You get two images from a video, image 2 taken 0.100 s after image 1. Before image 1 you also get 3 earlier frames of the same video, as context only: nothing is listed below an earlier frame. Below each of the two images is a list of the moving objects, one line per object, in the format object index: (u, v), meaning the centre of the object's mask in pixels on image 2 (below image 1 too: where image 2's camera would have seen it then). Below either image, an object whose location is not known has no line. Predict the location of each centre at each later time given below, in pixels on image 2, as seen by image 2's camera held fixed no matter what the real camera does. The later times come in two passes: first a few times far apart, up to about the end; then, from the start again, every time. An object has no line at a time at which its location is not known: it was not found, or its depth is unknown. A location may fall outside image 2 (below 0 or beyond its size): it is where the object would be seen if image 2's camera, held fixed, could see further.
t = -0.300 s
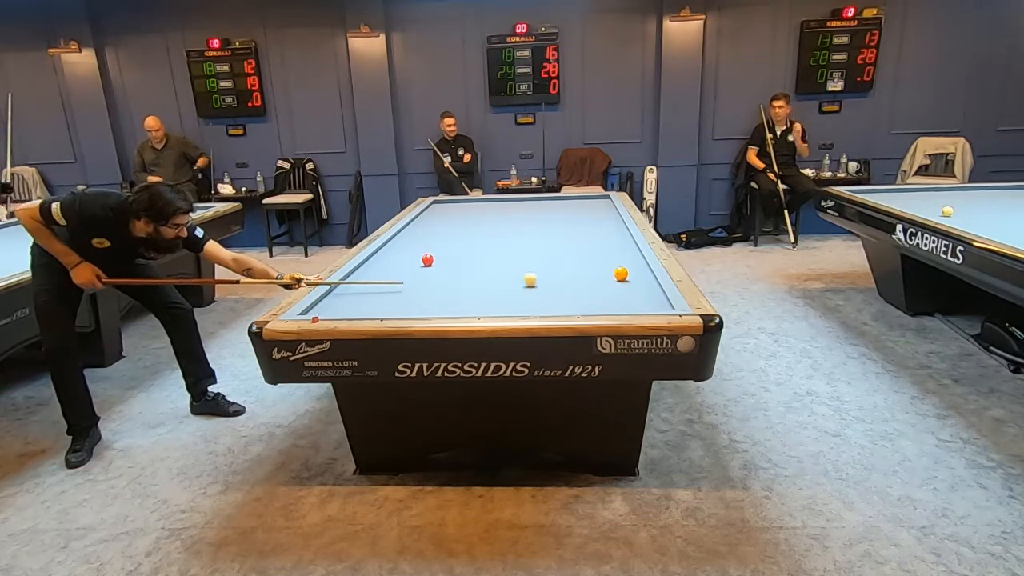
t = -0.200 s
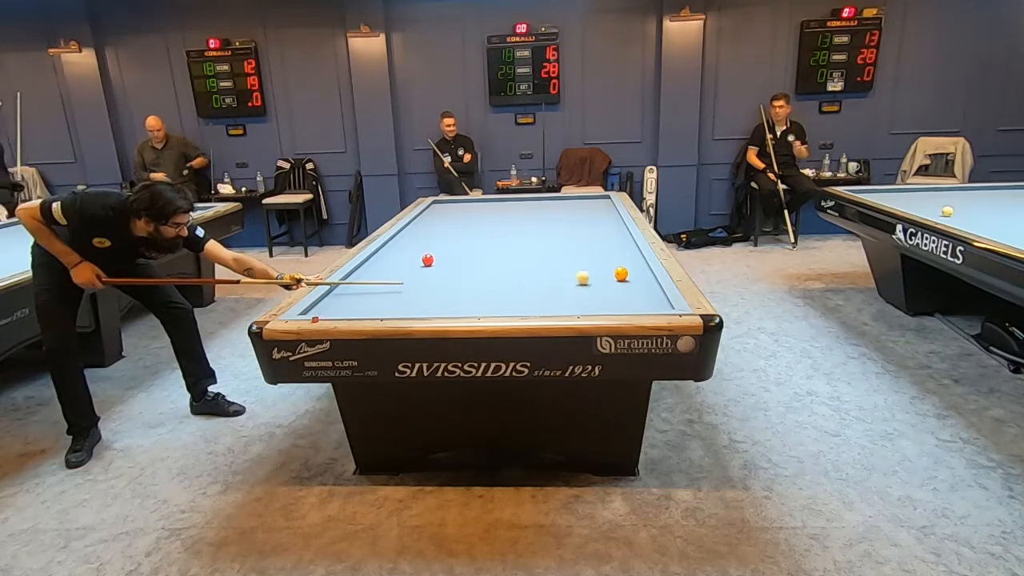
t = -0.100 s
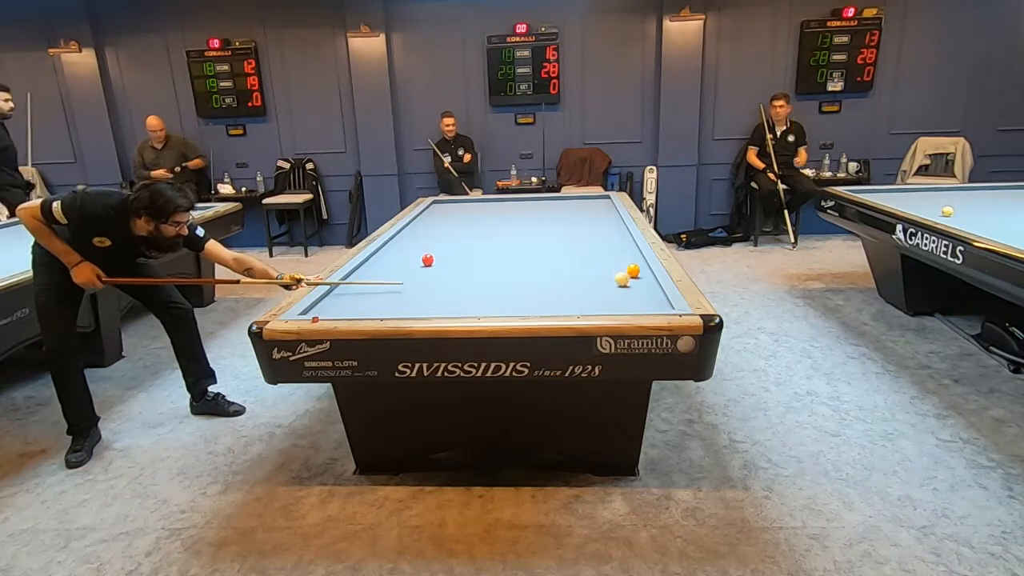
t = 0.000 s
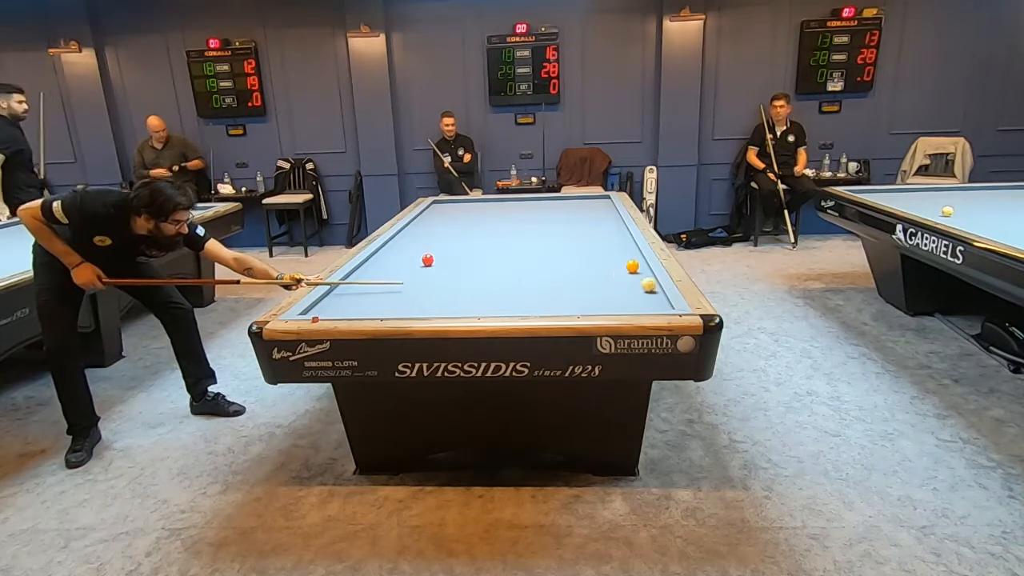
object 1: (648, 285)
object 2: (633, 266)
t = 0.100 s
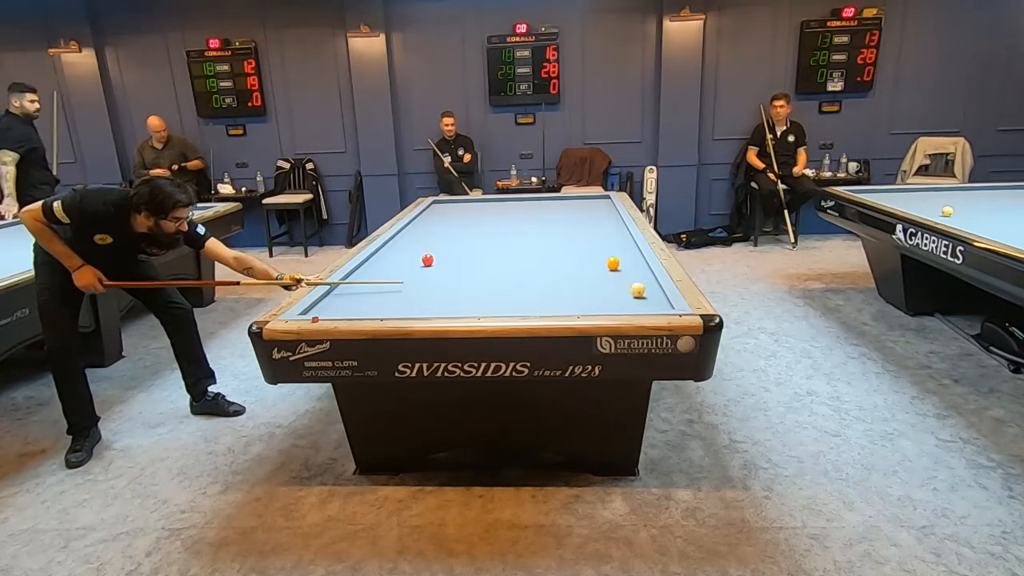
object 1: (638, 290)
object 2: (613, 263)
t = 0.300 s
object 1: (607, 301)
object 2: (583, 260)
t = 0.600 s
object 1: (561, 306)
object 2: (542, 255)
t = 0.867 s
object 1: (520, 301)
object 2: (509, 251)
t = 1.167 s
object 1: (480, 294)
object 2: (476, 246)
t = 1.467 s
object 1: (444, 287)
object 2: (445, 242)
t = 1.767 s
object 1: (411, 281)
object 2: (418, 239)
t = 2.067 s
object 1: (382, 276)
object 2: (398, 236)
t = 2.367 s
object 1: (356, 272)
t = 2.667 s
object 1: (380, 266)
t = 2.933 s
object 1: (399, 261)
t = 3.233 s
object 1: (418, 256)
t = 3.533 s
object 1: (438, 252)
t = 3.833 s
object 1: (455, 248)
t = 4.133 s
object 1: (470, 244)
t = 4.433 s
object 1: (484, 240)
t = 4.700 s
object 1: (496, 238)
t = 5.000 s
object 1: (508, 235)
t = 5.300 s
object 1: (519, 233)
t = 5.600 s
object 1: (529, 230)
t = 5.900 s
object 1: (538, 228)
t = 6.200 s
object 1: (547, 225)
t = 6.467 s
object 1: (553, 224)
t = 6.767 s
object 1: (561, 222)
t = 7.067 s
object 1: (568, 220)
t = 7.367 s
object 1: (574, 219)
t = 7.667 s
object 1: (579, 217)
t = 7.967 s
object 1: (584, 216)
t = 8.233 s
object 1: (588, 215)
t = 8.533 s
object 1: (593, 214)
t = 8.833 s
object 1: (596, 213)
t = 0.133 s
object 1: (632, 292)
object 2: (608, 263)
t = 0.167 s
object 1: (626, 294)
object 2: (603, 262)
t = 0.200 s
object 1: (621, 296)
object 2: (597, 262)
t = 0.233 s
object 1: (616, 297)
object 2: (592, 262)
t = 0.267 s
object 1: (612, 299)
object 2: (588, 261)
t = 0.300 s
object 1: (607, 301)
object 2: (583, 260)
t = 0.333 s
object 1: (602, 302)
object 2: (578, 259)
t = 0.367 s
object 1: (597, 303)
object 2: (573, 259)
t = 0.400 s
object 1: (592, 305)
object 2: (569, 258)
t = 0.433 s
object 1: (587, 305)
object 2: (564, 258)
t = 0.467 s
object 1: (583, 306)
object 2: (560, 257)
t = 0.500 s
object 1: (577, 307)
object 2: (555, 256)
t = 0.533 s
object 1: (571, 307)
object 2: (551, 256)
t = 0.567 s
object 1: (566, 306)
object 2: (546, 255)
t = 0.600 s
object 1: (561, 306)
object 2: (542, 255)
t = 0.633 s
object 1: (556, 305)
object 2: (538, 254)
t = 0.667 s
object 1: (550, 305)
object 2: (534, 254)
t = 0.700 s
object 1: (545, 304)
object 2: (530, 253)
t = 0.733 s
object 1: (540, 304)
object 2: (525, 252)
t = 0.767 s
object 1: (535, 303)
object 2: (521, 252)
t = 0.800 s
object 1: (530, 303)
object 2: (518, 252)
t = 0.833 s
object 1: (525, 302)
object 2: (513, 251)
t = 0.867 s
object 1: (520, 301)
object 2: (509, 251)
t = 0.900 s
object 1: (516, 300)
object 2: (505, 250)
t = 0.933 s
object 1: (511, 299)
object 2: (502, 250)
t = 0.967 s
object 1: (507, 298)
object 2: (498, 249)
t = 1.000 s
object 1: (502, 297)
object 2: (494, 249)
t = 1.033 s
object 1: (497, 297)
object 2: (490, 249)
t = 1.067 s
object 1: (493, 296)
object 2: (487, 248)
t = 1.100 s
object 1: (489, 295)
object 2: (483, 247)
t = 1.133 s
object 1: (484, 294)
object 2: (479, 247)
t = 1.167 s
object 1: (480, 294)
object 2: (476, 246)
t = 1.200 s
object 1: (476, 293)
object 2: (472, 246)
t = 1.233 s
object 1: (472, 292)
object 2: (469, 246)
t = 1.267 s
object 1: (468, 291)
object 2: (466, 245)
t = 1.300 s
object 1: (464, 291)
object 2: (462, 245)
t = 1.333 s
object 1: (460, 290)
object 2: (459, 244)
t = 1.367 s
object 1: (456, 289)
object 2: (455, 244)
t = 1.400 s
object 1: (452, 289)
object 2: (452, 243)
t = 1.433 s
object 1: (448, 288)
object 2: (449, 243)
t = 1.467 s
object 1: (444, 287)
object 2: (445, 242)
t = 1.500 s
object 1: (441, 287)
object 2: (442, 242)
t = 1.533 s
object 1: (437, 286)
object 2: (439, 242)
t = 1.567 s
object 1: (433, 285)
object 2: (436, 241)
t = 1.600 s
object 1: (429, 285)
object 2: (433, 241)
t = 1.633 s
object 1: (426, 284)
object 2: (430, 241)
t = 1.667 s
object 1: (422, 284)
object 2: (427, 240)
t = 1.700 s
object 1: (418, 282)
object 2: (424, 240)
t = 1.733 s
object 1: (414, 282)
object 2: (421, 239)
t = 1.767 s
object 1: (411, 281)
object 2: (418, 239)
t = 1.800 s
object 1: (408, 281)
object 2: (415, 239)
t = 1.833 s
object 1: (405, 280)
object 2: (412, 238)
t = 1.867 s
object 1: (401, 279)
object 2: (409, 238)
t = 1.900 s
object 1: (398, 279)
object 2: (406, 238)
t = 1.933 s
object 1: (395, 278)
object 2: (403, 237)
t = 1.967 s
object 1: (392, 277)
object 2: (401, 237)
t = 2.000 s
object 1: (388, 277)
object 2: (398, 236)
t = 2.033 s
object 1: (385, 277)
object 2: (395, 236)
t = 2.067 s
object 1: (382, 276)
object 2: (398, 236)
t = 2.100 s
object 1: (379, 276)
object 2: (401, 236)
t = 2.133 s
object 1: (376, 275)
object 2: (403, 235)
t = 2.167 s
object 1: (373, 275)
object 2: (404, 235)
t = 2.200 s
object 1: (370, 274)
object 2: (406, 235)
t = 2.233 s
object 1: (367, 274)
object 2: (408, 235)
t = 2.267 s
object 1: (364, 273)
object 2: (410, 234)
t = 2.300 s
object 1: (361, 272)
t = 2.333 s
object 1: (358, 272)
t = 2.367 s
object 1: (356, 272)
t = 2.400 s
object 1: (358, 271)
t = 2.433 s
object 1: (362, 270)
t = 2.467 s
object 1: (364, 269)
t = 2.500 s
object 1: (367, 269)
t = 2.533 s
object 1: (370, 268)
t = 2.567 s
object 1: (373, 268)
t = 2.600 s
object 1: (375, 267)
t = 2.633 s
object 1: (377, 266)
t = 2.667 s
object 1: (380, 266)
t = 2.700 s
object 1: (383, 265)
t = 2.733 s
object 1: (385, 265)
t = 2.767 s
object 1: (388, 264)
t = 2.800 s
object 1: (390, 263)
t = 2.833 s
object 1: (393, 263)
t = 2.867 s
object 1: (395, 262)
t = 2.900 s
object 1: (397, 262)
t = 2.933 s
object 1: (399, 261)
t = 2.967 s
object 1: (402, 260)
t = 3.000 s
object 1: (404, 260)
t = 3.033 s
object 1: (406, 260)
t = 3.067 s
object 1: (409, 259)
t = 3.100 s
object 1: (411, 258)
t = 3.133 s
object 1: (413, 258)
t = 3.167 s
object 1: (415, 258)
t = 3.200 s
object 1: (417, 257)
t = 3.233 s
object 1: (418, 256)
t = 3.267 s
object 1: (419, 256)
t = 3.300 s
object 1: (421, 255)
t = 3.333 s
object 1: (424, 253)
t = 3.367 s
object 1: (427, 251)
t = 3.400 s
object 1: (429, 251)
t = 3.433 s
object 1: (433, 252)
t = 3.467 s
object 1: (434, 252)
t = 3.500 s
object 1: (437, 252)
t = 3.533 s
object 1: (438, 252)
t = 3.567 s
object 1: (440, 251)
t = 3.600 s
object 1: (442, 251)
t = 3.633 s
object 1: (444, 251)
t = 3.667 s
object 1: (446, 250)
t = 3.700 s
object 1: (448, 250)
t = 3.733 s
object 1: (449, 249)
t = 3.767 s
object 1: (451, 249)
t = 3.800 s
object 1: (453, 248)
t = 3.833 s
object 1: (455, 248)
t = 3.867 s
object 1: (457, 247)
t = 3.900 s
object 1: (458, 247)
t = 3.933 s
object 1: (460, 246)
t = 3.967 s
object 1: (462, 246)
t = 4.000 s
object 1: (463, 246)
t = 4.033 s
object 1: (465, 245)
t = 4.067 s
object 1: (467, 245)
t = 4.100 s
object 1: (468, 244)
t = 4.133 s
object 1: (470, 244)
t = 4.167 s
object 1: (472, 244)
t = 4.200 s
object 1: (474, 243)
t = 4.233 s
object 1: (475, 243)
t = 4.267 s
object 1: (476, 243)
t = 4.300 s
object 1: (478, 242)
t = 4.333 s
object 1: (480, 242)
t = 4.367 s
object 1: (482, 241)
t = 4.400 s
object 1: (483, 241)
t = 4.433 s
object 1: (484, 240)
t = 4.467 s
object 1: (486, 240)
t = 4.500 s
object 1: (487, 240)
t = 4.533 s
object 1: (489, 239)
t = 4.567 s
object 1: (491, 239)
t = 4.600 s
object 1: (492, 239)
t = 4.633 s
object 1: (493, 238)
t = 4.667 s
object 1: (495, 238)
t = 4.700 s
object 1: (496, 238)
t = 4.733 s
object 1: (497, 237)
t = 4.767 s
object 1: (499, 237)
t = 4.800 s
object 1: (500, 237)
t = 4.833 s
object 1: (501, 237)
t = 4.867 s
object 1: (503, 236)
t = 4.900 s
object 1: (504, 236)
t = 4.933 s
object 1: (505, 235)
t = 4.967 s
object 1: (507, 235)
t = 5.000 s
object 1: (508, 235)
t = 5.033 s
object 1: (509, 235)
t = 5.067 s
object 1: (510, 234)
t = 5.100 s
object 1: (511, 234)
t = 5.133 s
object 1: (513, 234)
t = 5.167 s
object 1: (514, 234)
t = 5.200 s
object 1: (516, 233)
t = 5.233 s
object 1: (517, 233)
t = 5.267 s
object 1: (518, 233)
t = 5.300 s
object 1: (519, 233)
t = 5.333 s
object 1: (520, 232)
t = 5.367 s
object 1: (521, 232)
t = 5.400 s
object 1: (522, 231)
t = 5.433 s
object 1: (523, 231)
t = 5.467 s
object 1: (525, 231)
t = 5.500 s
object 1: (525, 231)
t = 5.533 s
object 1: (527, 230)
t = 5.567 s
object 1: (528, 230)
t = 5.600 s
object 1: (529, 230)
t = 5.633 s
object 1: (530, 230)
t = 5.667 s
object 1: (531, 230)
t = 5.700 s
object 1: (532, 229)
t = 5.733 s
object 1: (533, 229)
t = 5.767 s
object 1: (534, 229)
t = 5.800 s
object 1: (535, 228)
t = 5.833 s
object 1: (536, 228)
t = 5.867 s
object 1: (537, 228)
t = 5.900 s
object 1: (538, 228)
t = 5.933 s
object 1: (539, 227)
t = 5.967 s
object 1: (540, 227)
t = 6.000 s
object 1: (541, 227)
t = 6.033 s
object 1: (542, 227)
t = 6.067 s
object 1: (543, 226)
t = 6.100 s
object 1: (544, 226)
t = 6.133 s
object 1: (544, 226)
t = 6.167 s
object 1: (546, 225)
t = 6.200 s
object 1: (547, 225)
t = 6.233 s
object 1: (548, 225)
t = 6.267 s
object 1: (548, 225)
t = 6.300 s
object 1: (549, 225)
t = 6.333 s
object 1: (550, 225)
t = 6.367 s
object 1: (551, 224)
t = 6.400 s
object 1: (551, 224)
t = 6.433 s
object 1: (552, 224)
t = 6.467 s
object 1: (553, 224)
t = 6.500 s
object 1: (555, 223)
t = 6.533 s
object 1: (555, 223)
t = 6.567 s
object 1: (556, 223)
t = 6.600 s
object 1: (557, 223)
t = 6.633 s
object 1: (558, 223)
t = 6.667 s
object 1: (559, 222)
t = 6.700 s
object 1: (560, 222)
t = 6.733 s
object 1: (560, 222)
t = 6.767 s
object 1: (561, 222)
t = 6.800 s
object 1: (562, 222)
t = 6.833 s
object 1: (562, 222)
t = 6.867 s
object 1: (563, 221)
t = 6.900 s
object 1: (564, 221)
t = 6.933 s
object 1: (565, 221)
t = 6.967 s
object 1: (565, 221)
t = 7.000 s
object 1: (567, 221)
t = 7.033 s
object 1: (567, 220)
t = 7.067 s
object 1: (568, 220)
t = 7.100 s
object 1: (568, 220)
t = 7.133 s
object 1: (569, 220)
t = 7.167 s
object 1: (570, 220)
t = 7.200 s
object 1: (570, 219)
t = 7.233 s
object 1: (571, 219)
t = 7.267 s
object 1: (572, 219)
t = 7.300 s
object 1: (572, 219)
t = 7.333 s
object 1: (573, 219)
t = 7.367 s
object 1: (574, 219)
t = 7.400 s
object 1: (574, 219)
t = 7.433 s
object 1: (575, 218)
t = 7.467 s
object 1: (576, 218)
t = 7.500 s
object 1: (576, 218)
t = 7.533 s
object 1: (577, 218)
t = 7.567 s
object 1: (577, 217)
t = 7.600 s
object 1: (578, 217)
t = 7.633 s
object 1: (579, 217)
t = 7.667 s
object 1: (579, 217)
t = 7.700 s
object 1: (580, 217)
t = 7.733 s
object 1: (580, 217)
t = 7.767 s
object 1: (581, 217)
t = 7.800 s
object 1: (581, 217)
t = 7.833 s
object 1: (582, 217)
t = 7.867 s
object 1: (583, 217)
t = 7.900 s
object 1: (583, 216)
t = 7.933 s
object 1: (584, 216)
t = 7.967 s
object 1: (584, 216)
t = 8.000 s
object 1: (585, 216)
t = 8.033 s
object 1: (586, 216)
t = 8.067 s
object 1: (586, 216)
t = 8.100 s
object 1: (586, 215)
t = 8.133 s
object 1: (587, 215)
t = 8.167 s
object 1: (588, 215)
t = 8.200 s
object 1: (588, 215)
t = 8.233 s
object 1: (588, 215)
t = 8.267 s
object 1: (589, 215)
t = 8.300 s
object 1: (589, 215)
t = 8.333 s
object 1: (590, 215)
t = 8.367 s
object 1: (591, 214)
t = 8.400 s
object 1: (591, 214)
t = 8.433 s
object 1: (592, 214)
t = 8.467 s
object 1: (592, 214)
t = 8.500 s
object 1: (592, 214)
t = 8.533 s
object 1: (593, 214)
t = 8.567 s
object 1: (593, 214)
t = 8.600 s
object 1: (594, 214)
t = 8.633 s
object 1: (594, 213)
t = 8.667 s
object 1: (595, 213)
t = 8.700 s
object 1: (595, 213)
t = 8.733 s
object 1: (595, 213)
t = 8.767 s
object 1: (596, 213)
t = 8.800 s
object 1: (596, 213)
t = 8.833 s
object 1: (596, 213)
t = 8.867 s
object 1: (597, 213)
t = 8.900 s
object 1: (597, 213)
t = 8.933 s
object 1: (597, 213)
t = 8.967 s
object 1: (598, 213)
